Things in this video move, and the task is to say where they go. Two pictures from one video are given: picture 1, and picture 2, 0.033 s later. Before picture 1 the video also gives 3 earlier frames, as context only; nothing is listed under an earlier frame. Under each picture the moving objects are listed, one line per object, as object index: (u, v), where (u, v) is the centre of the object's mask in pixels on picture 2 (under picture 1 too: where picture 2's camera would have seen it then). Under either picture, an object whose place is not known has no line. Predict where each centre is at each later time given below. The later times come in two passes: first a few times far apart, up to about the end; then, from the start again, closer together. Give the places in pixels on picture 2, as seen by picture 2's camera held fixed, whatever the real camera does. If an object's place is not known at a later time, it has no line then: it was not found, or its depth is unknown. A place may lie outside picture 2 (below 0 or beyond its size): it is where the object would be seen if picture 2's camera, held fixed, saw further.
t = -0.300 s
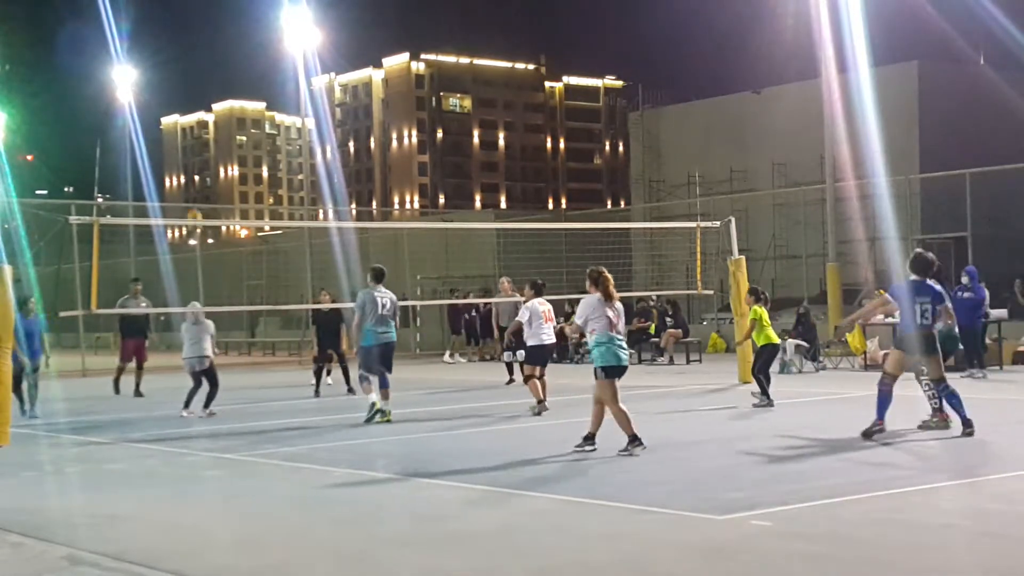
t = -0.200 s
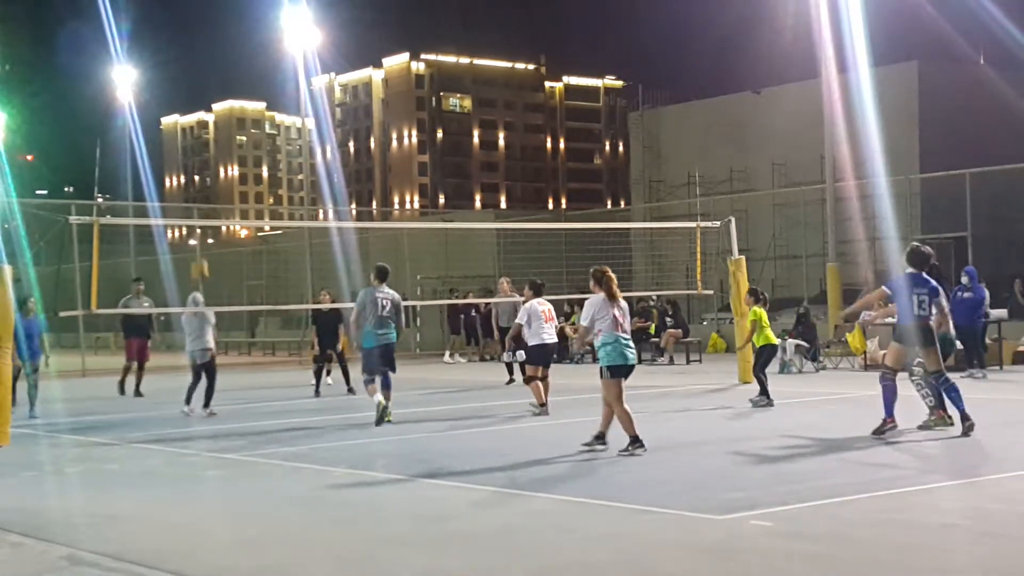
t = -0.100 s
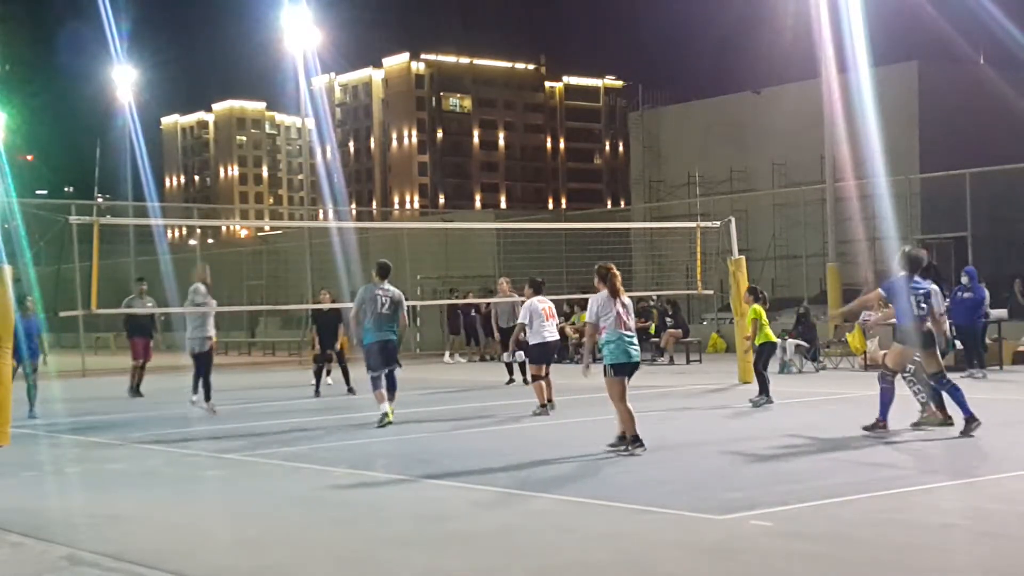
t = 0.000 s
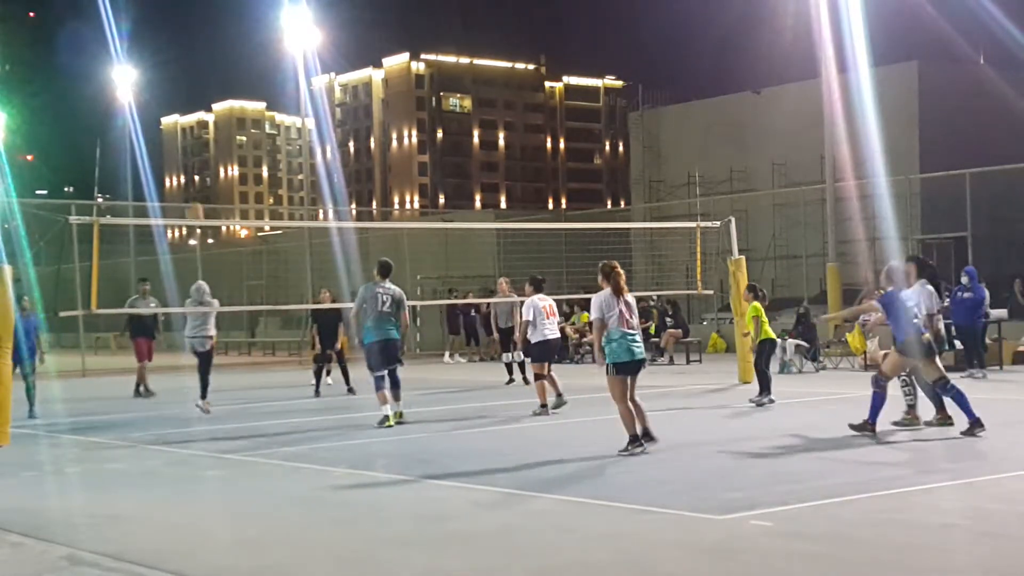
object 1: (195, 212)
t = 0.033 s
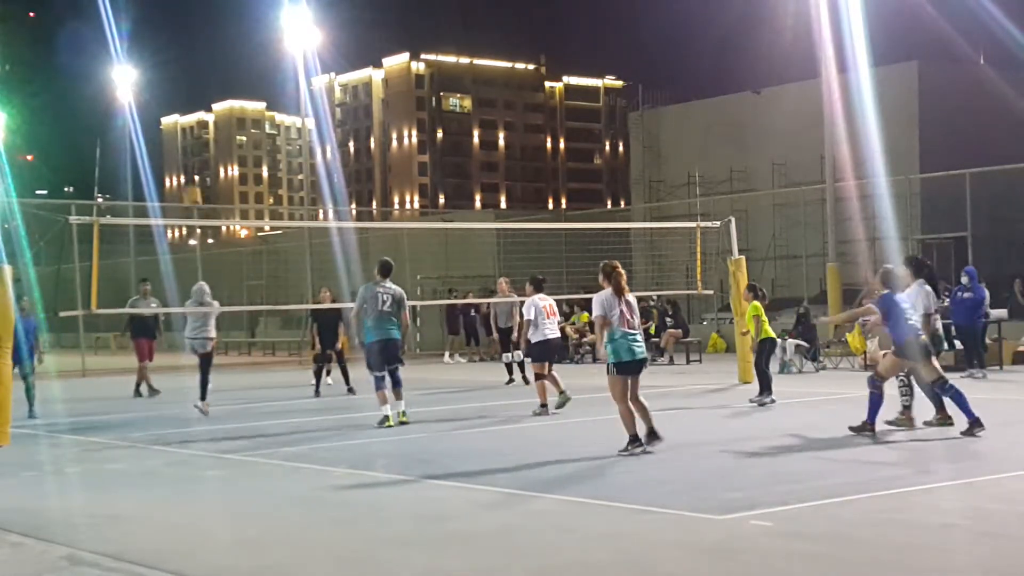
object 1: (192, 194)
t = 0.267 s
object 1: (178, 98)
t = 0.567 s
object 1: (165, 32)
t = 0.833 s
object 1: (156, 36)
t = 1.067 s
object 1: (151, 85)
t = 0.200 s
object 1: (182, 120)
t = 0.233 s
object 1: (180, 106)
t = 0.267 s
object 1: (178, 98)
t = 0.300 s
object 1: (176, 87)
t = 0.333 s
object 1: (175, 77)
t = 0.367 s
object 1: (173, 69)
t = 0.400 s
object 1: (172, 61)
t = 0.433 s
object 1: (171, 54)
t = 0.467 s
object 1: (169, 47)
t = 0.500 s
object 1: (167, 41)
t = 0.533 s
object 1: (166, 37)
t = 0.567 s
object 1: (165, 32)
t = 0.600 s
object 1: (164, 30)
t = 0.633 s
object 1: (162, 28)
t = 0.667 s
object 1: (161, 27)
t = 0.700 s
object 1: (160, 27)
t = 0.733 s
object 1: (159, 28)
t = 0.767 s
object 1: (158, 30)
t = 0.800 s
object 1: (157, 33)
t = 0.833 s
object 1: (156, 36)
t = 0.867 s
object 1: (155, 40)
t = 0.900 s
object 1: (155, 46)
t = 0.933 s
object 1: (154, 52)
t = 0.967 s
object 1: (153, 59)
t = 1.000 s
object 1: (152, 68)
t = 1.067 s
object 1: (151, 85)
